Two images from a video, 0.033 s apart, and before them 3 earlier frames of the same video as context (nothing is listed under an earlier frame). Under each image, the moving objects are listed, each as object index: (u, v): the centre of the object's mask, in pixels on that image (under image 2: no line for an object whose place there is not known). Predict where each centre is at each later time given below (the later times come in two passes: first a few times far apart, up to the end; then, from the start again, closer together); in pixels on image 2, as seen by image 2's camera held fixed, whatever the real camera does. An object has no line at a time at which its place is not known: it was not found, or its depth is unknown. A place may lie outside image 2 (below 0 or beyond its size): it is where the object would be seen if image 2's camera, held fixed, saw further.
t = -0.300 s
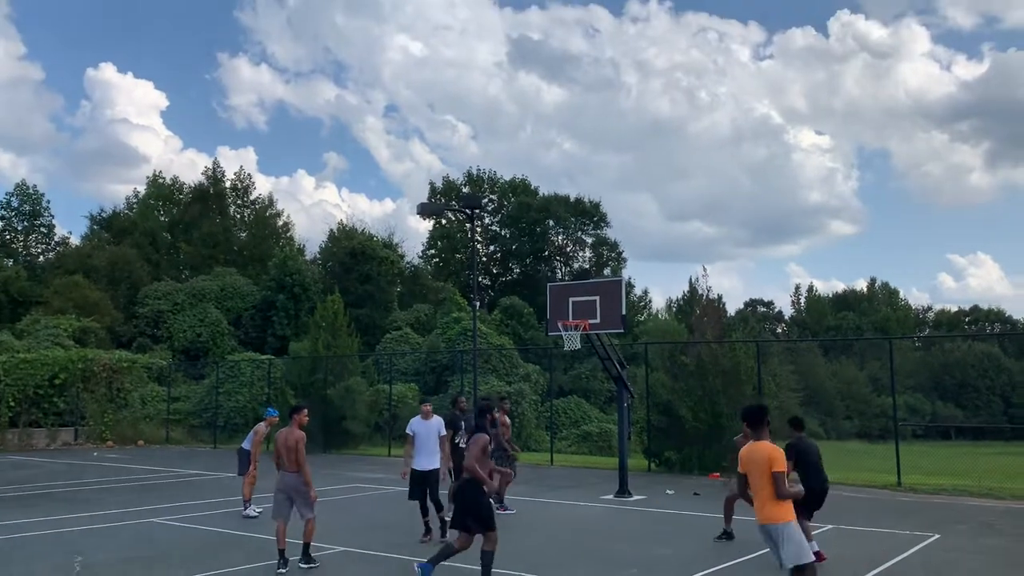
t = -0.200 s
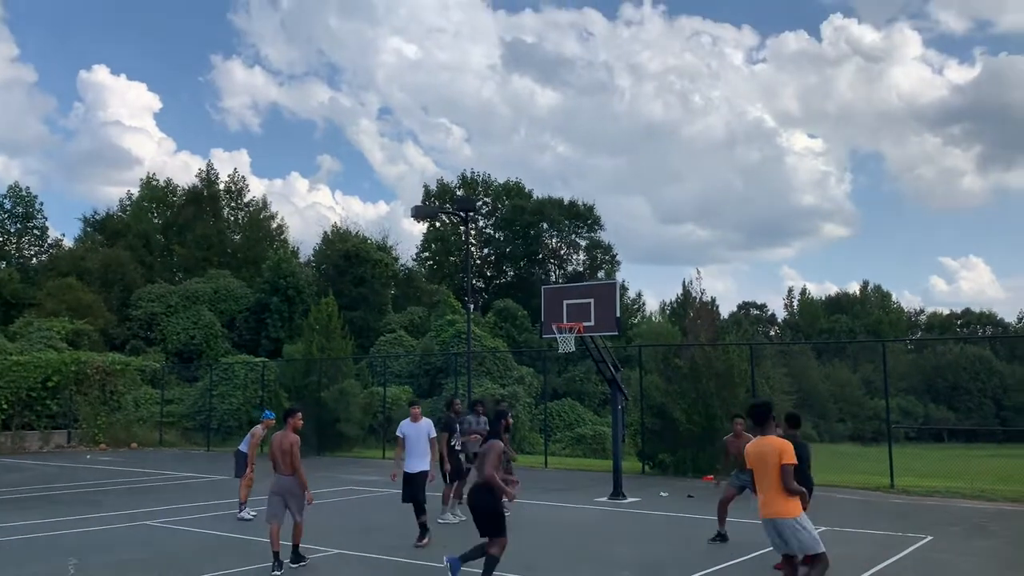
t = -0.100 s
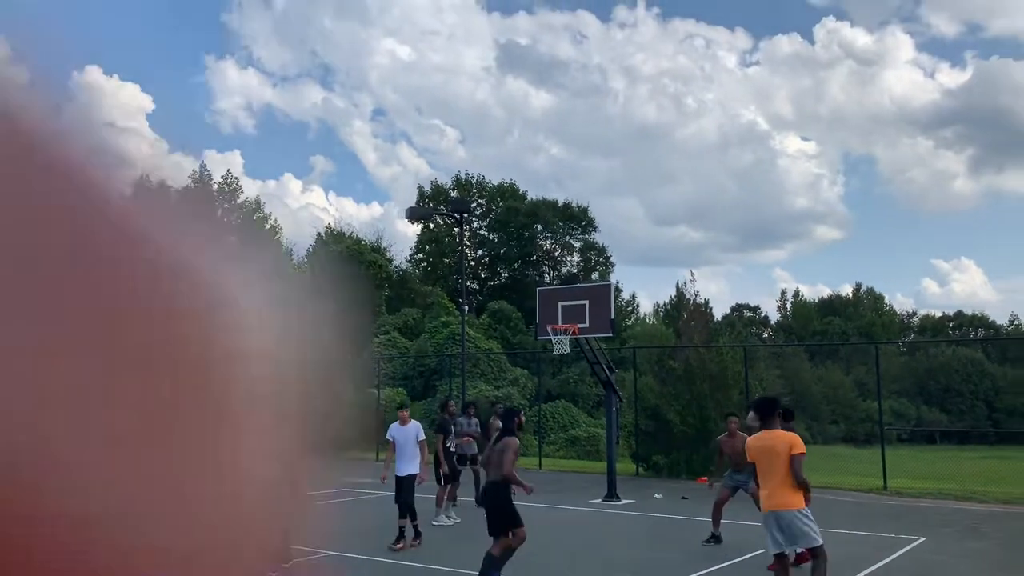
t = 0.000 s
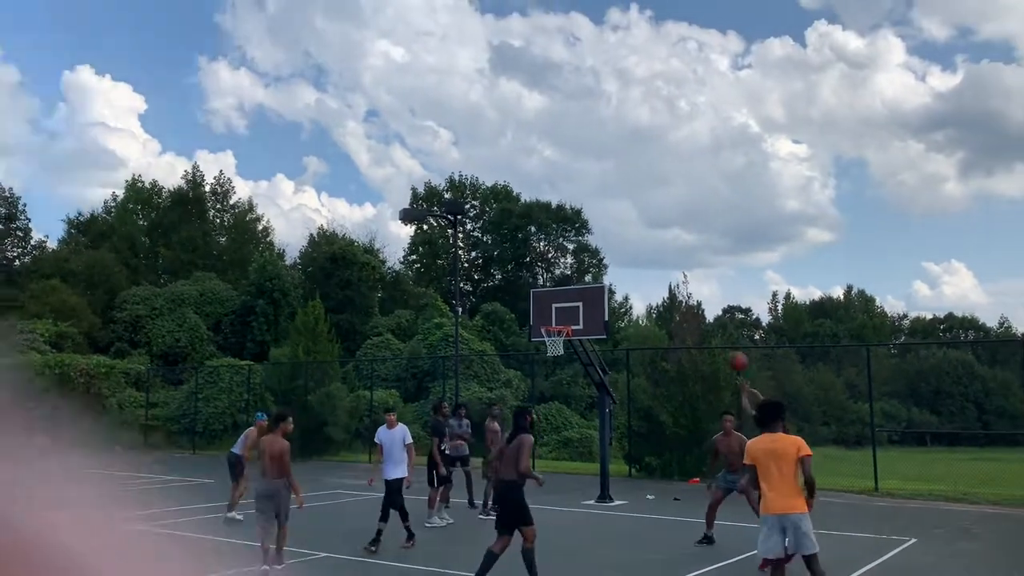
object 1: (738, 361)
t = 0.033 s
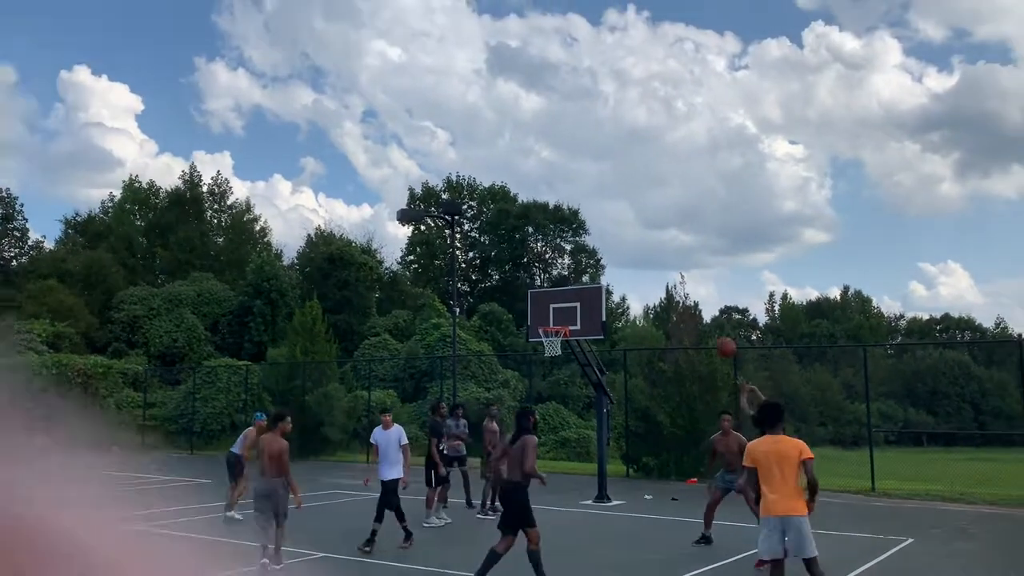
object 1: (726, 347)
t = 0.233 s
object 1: (681, 287)
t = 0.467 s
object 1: (639, 263)
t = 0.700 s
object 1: (605, 276)
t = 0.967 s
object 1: (572, 324)
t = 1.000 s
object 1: (568, 333)
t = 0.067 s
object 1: (718, 334)
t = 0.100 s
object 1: (710, 322)
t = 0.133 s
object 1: (703, 312)
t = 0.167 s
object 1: (694, 302)
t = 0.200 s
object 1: (687, 294)
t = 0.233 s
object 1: (681, 287)
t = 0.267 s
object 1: (674, 281)
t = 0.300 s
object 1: (668, 276)
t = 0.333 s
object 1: (661, 271)
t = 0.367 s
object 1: (655, 268)
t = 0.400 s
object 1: (649, 266)
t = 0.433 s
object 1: (644, 264)
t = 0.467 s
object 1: (639, 263)
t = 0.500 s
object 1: (633, 263)
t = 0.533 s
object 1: (628, 263)
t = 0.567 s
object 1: (623, 264)
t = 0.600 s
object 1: (618, 266)
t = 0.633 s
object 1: (614, 269)
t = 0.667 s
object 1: (609, 272)
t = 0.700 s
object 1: (605, 276)
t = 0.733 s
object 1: (601, 280)
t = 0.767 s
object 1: (596, 283)
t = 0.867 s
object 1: (584, 302)
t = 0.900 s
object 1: (581, 309)
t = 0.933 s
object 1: (577, 316)
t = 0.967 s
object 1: (572, 324)
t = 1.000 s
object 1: (568, 333)
